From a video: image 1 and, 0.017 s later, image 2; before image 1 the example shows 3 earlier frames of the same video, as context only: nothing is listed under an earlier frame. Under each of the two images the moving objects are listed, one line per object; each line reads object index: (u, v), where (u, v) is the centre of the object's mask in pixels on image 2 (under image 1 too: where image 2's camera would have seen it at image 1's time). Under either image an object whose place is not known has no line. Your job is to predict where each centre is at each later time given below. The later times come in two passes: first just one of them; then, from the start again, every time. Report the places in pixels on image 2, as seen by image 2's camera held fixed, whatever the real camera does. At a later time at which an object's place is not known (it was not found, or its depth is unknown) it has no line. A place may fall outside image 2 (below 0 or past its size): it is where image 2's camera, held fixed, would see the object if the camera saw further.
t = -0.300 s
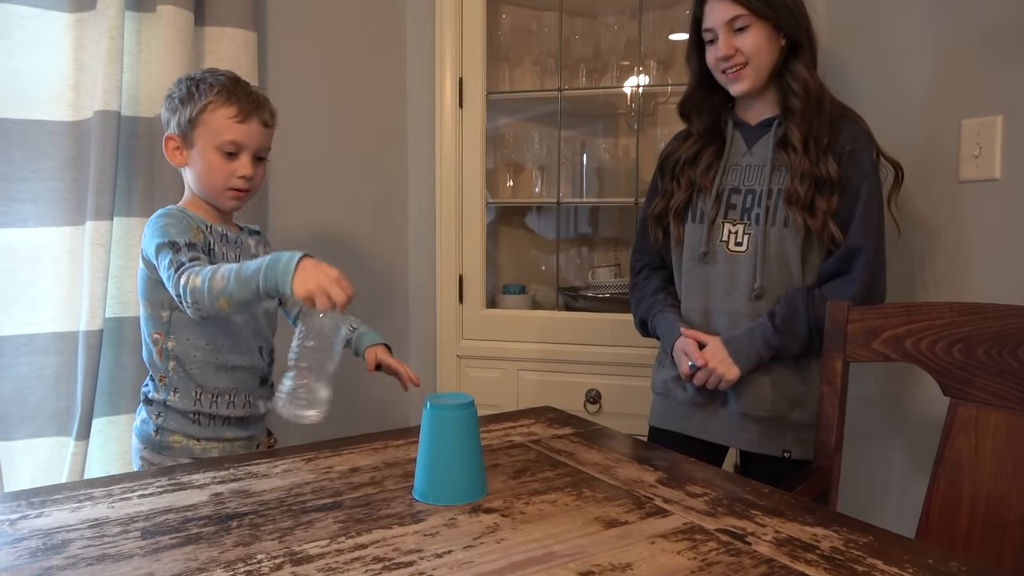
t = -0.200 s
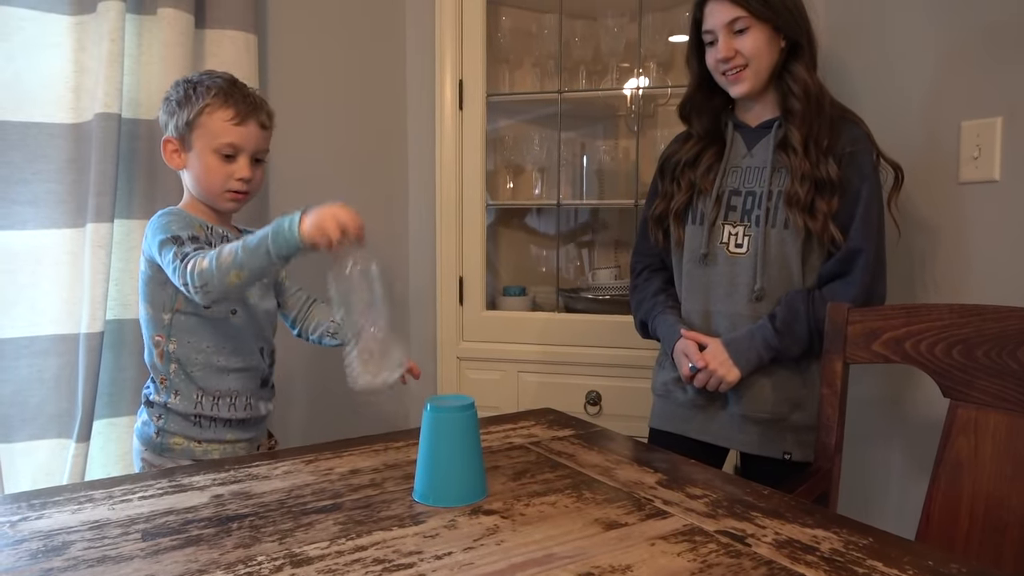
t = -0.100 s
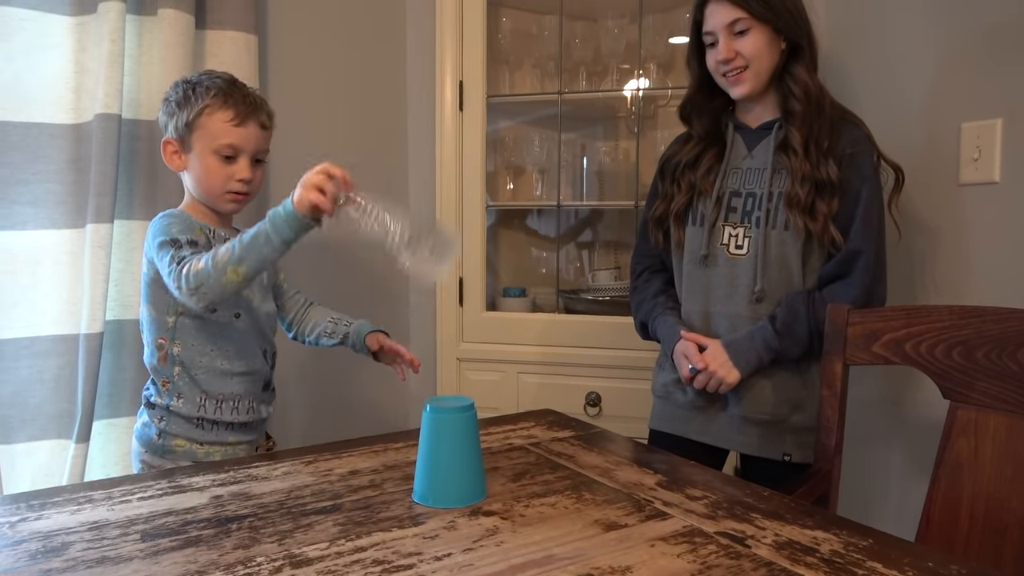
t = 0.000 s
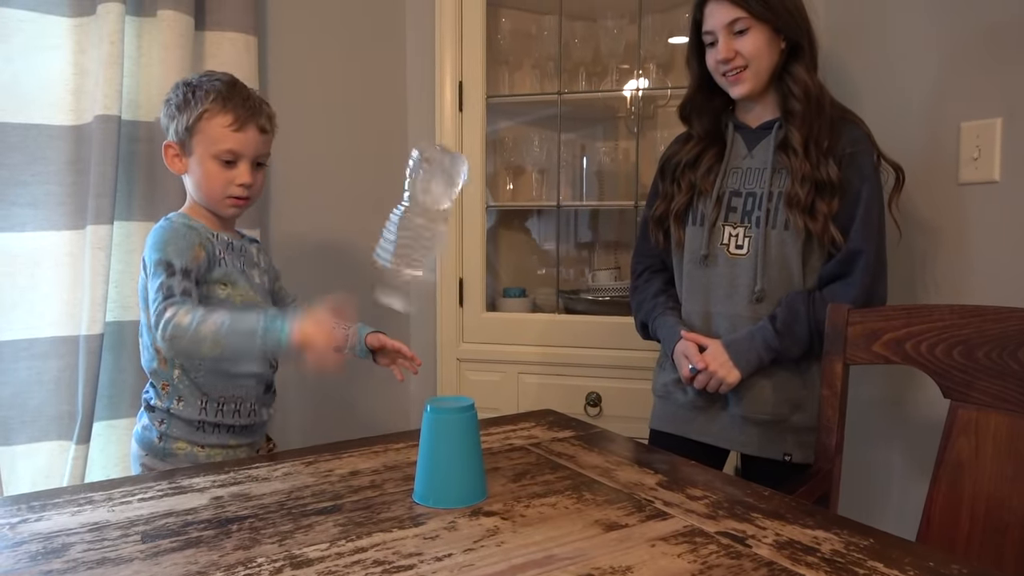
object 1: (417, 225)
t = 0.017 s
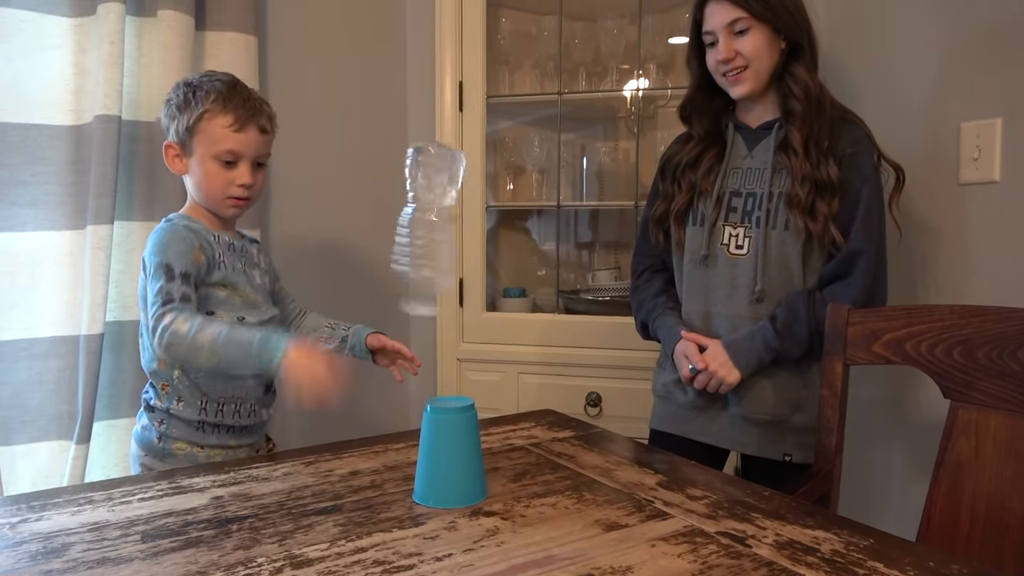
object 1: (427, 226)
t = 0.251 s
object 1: (438, 333)
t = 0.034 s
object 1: (438, 227)
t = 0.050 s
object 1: (447, 223)
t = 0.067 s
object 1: (456, 221)
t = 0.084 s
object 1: (462, 219)
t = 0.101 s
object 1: (464, 217)
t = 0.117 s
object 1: (463, 220)
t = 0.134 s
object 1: (461, 226)
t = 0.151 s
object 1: (456, 236)
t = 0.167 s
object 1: (452, 249)
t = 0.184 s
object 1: (447, 267)
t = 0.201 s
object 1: (443, 290)
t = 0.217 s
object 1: (440, 315)
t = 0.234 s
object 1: (440, 332)
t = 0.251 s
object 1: (438, 333)
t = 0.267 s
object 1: (437, 334)
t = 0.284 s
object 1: (434, 334)
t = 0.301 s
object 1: (430, 336)
